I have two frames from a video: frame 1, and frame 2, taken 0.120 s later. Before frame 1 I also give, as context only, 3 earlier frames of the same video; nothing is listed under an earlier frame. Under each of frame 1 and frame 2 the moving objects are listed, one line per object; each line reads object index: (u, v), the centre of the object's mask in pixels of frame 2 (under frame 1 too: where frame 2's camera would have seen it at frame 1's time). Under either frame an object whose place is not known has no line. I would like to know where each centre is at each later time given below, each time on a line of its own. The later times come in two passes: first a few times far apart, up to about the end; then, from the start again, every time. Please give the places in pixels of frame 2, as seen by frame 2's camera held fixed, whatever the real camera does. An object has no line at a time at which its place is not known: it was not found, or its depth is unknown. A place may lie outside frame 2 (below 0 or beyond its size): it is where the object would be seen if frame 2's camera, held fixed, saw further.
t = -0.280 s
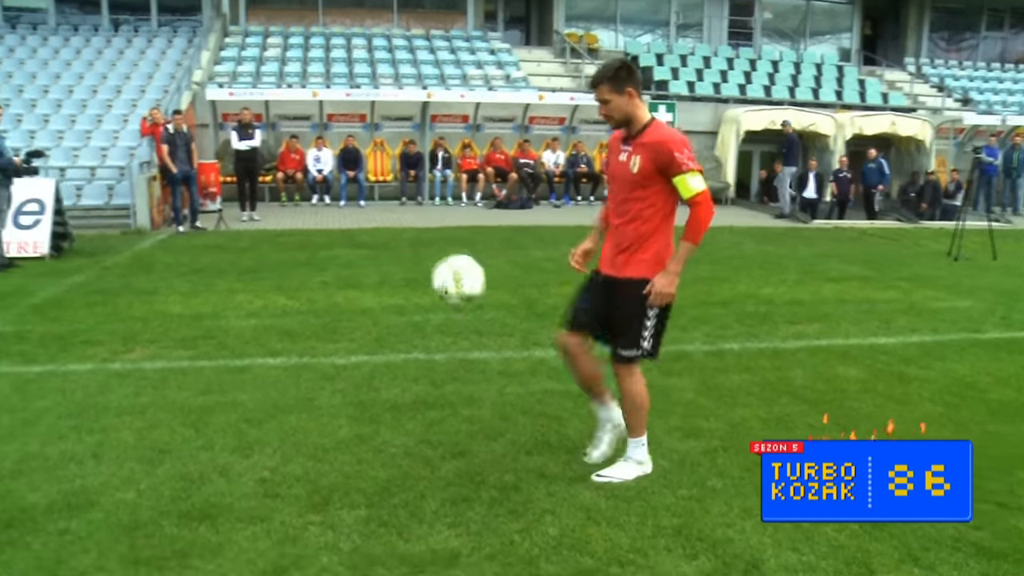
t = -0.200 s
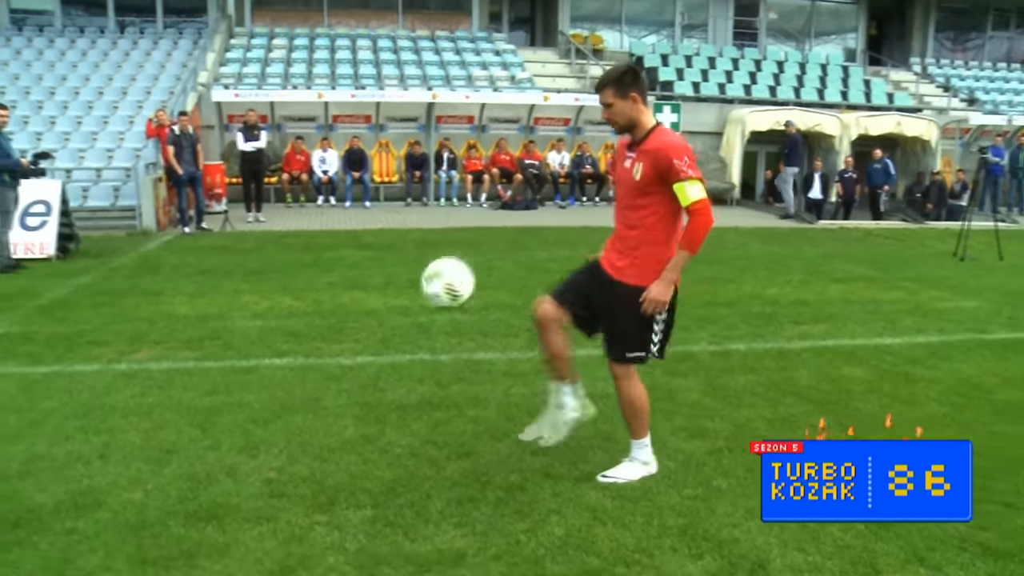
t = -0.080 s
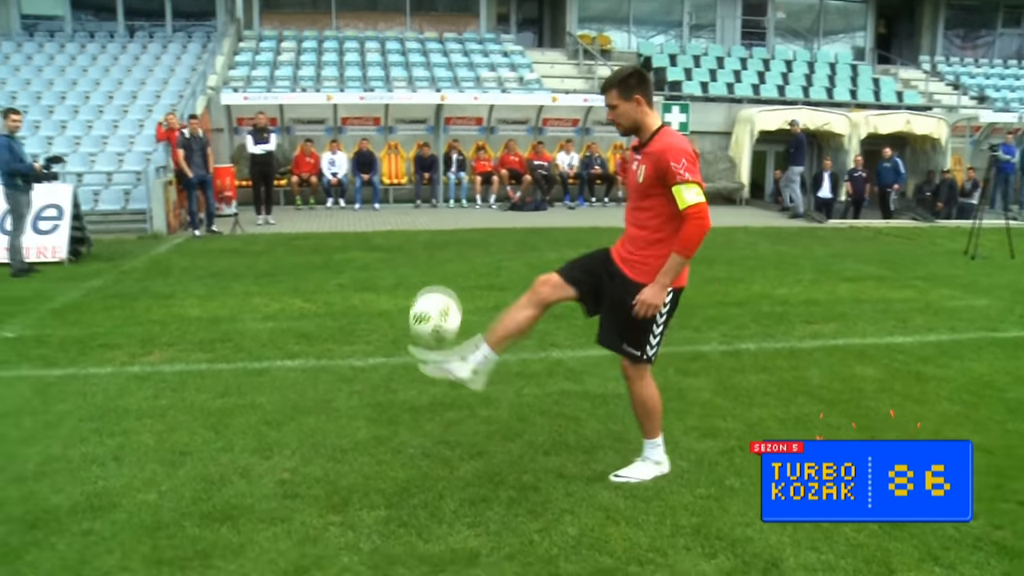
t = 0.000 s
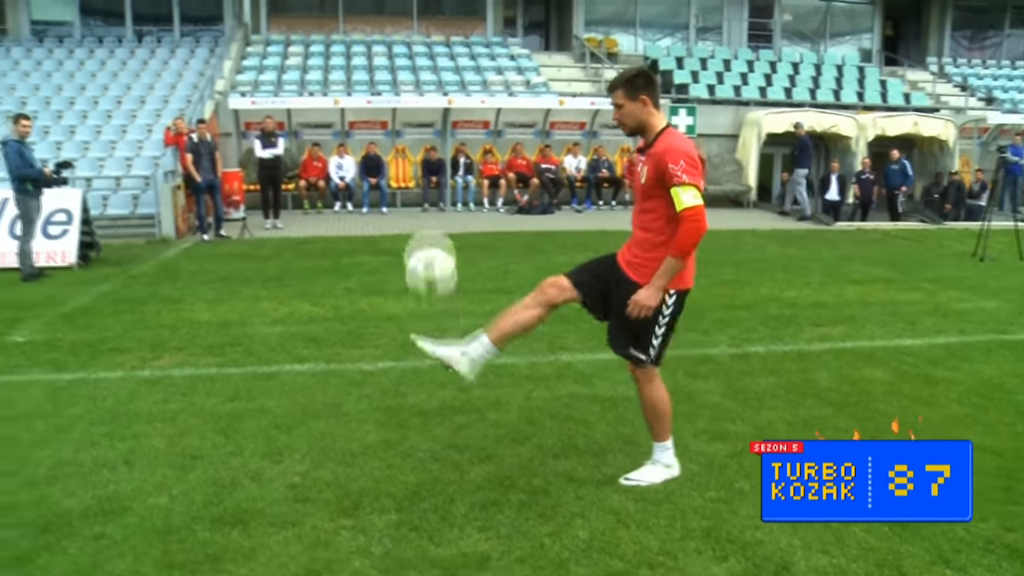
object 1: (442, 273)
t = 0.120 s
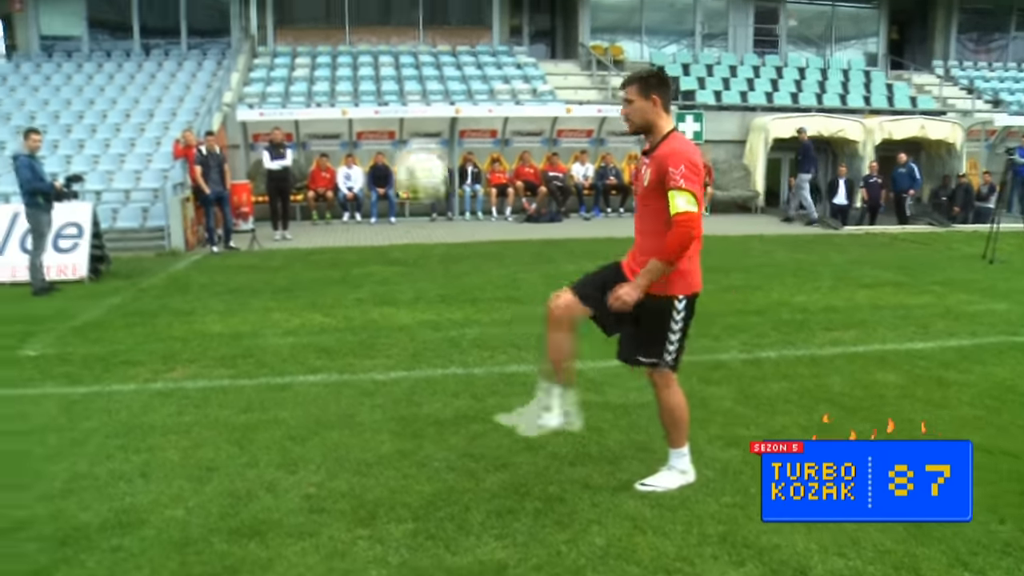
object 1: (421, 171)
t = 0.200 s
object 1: (410, 122)
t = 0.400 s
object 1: (385, 54)
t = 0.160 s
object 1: (417, 145)
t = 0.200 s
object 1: (410, 122)
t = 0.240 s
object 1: (405, 102)
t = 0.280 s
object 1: (399, 84)
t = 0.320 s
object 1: (397, 70)
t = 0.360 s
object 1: (391, 60)
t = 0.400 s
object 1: (385, 54)
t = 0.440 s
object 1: (382, 53)
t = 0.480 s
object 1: (378, 55)
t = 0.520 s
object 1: (374, 60)
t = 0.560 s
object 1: (371, 70)
